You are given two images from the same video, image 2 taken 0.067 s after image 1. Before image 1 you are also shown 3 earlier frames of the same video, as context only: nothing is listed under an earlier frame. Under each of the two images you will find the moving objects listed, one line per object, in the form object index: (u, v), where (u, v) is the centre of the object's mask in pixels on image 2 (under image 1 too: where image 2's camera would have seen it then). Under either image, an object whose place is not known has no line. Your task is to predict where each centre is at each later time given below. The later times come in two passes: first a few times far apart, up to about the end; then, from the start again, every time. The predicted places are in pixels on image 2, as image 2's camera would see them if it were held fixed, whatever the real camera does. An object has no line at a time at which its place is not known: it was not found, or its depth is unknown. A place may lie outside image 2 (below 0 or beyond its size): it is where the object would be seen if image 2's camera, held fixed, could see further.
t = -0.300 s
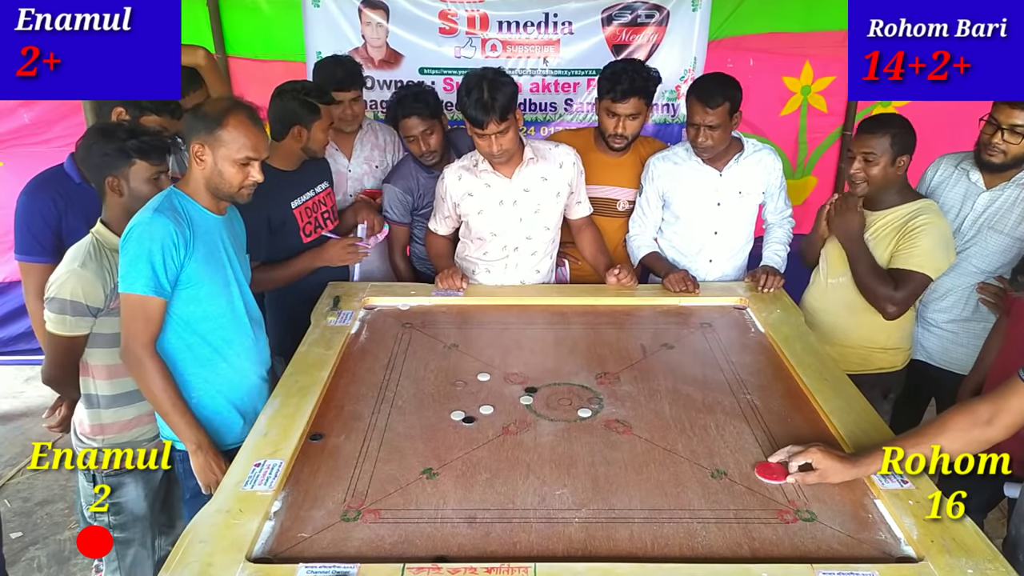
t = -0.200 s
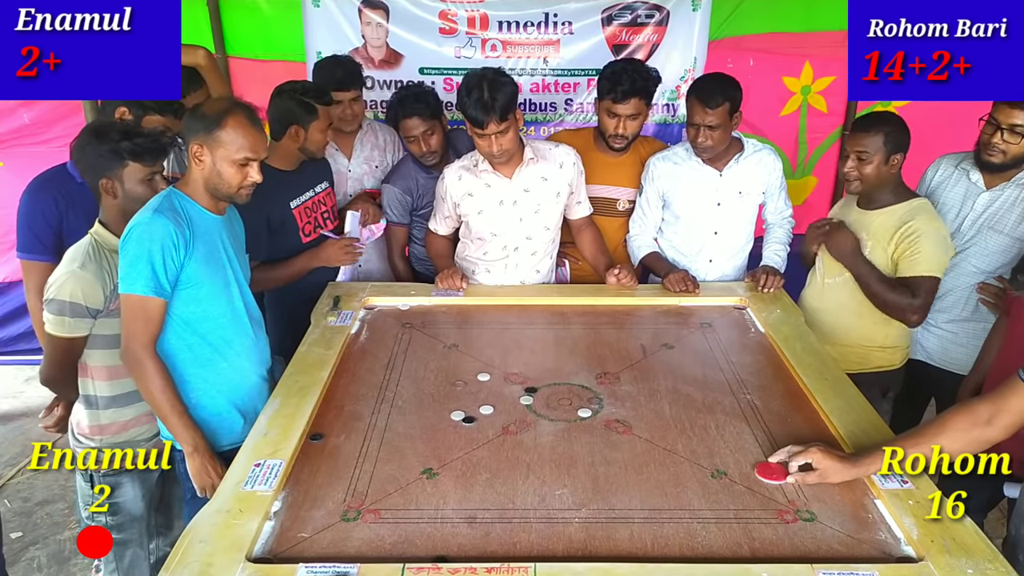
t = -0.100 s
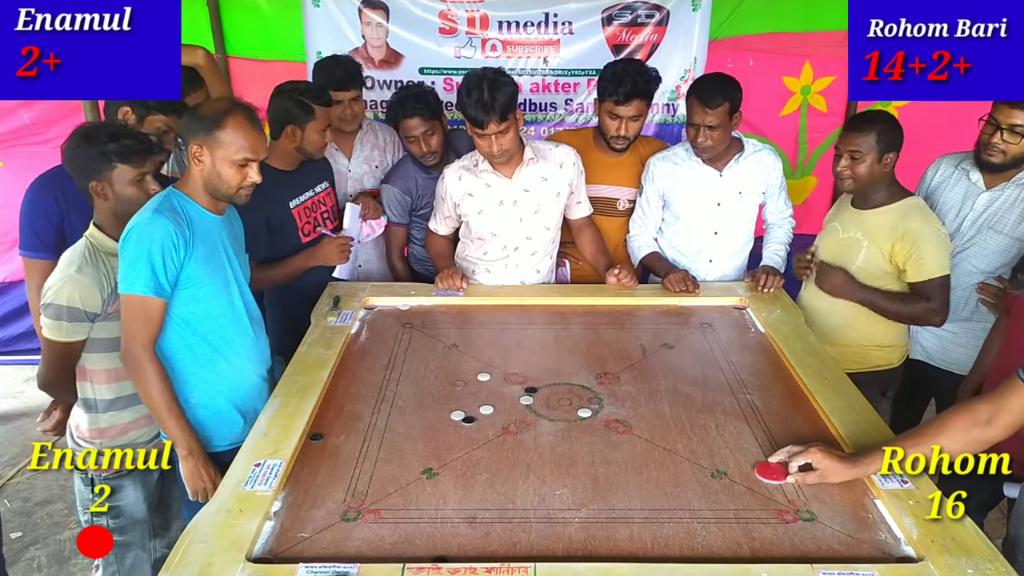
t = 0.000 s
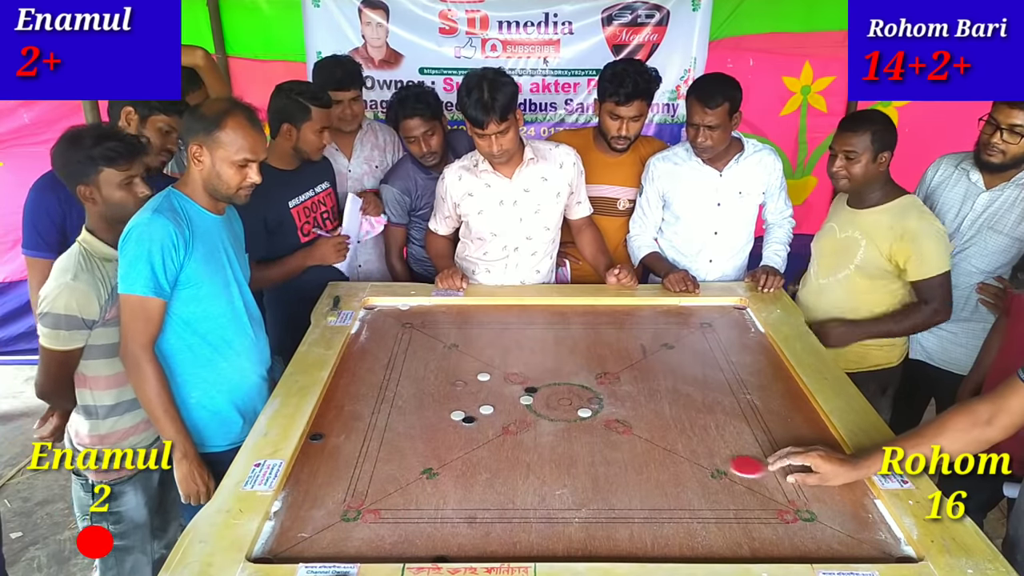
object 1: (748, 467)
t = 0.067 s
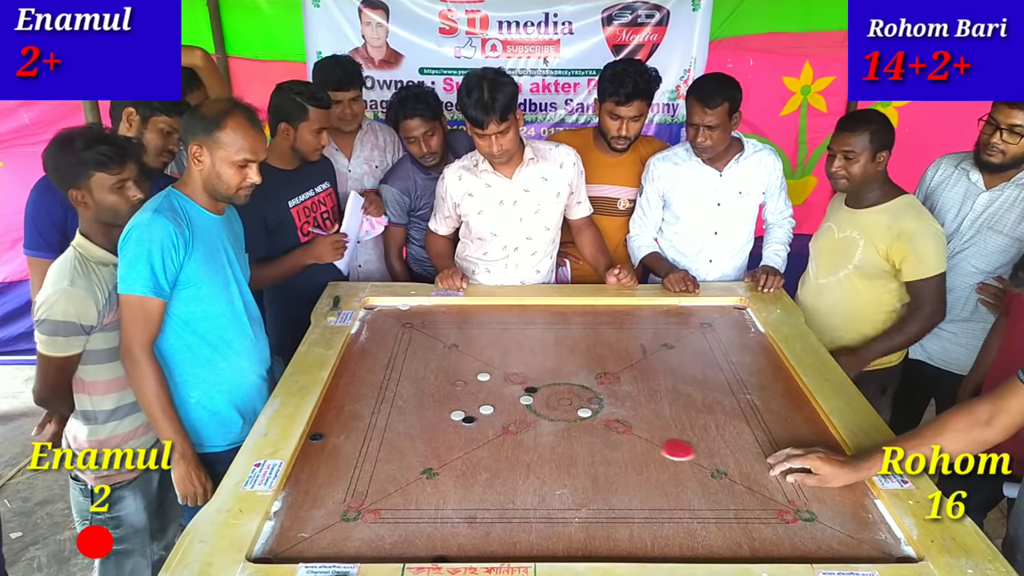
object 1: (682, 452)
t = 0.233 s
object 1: (536, 416)
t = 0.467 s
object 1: (426, 384)
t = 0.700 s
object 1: (363, 367)
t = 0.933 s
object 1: (368, 359)
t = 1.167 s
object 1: (375, 357)
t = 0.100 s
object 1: (646, 443)
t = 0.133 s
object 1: (616, 435)
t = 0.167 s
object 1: (588, 428)
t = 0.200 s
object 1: (562, 422)
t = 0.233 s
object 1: (536, 416)
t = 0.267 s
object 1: (512, 409)
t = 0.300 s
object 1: (494, 404)
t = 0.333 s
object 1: (478, 398)
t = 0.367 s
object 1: (463, 393)
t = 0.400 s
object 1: (450, 391)
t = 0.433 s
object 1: (438, 387)
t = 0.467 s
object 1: (426, 384)
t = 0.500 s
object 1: (416, 381)
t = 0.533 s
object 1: (405, 378)
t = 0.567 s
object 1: (395, 375)
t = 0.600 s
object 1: (386, 373)
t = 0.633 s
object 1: (377, 371)
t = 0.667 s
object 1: (370, 368)
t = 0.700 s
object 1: (363, 367)
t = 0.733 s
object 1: (356, 365)
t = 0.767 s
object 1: (351, 363)
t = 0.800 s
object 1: (355, 362)
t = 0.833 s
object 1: (359, 361)
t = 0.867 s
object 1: (363, 359)
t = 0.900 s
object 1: (366, 359)
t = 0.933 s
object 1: (368, 359)
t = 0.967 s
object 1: (371, 358)
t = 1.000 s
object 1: (373, 358)
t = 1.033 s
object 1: (374, 357)
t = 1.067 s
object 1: (374, 357)
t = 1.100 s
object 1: (374, 357)
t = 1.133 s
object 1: (375, 357)
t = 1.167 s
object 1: (375, 357)
